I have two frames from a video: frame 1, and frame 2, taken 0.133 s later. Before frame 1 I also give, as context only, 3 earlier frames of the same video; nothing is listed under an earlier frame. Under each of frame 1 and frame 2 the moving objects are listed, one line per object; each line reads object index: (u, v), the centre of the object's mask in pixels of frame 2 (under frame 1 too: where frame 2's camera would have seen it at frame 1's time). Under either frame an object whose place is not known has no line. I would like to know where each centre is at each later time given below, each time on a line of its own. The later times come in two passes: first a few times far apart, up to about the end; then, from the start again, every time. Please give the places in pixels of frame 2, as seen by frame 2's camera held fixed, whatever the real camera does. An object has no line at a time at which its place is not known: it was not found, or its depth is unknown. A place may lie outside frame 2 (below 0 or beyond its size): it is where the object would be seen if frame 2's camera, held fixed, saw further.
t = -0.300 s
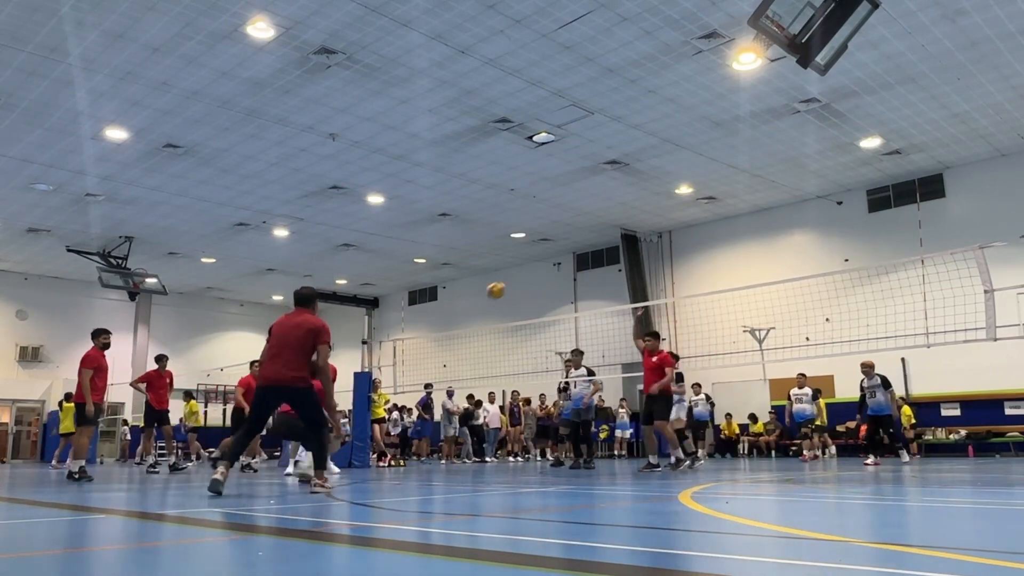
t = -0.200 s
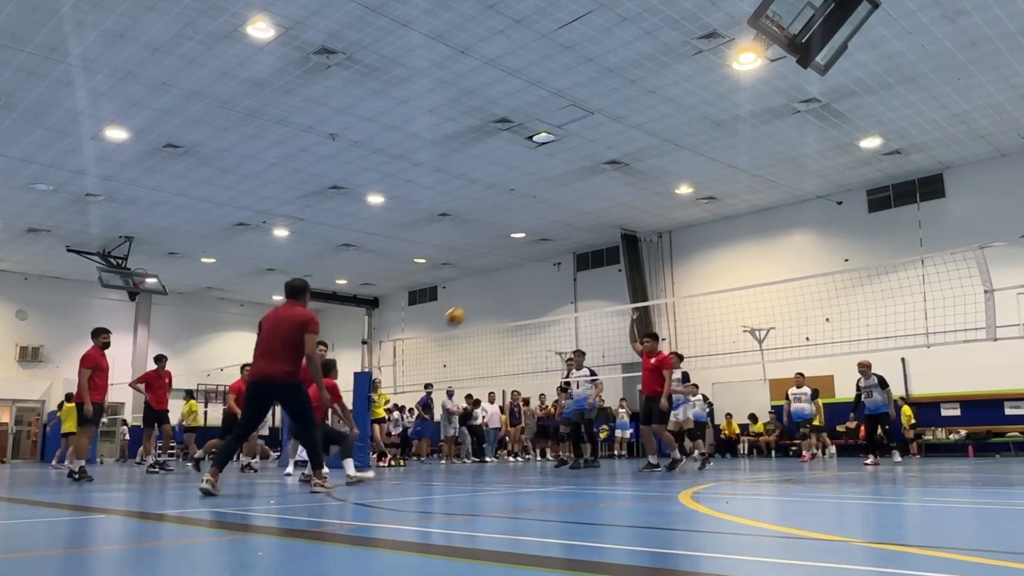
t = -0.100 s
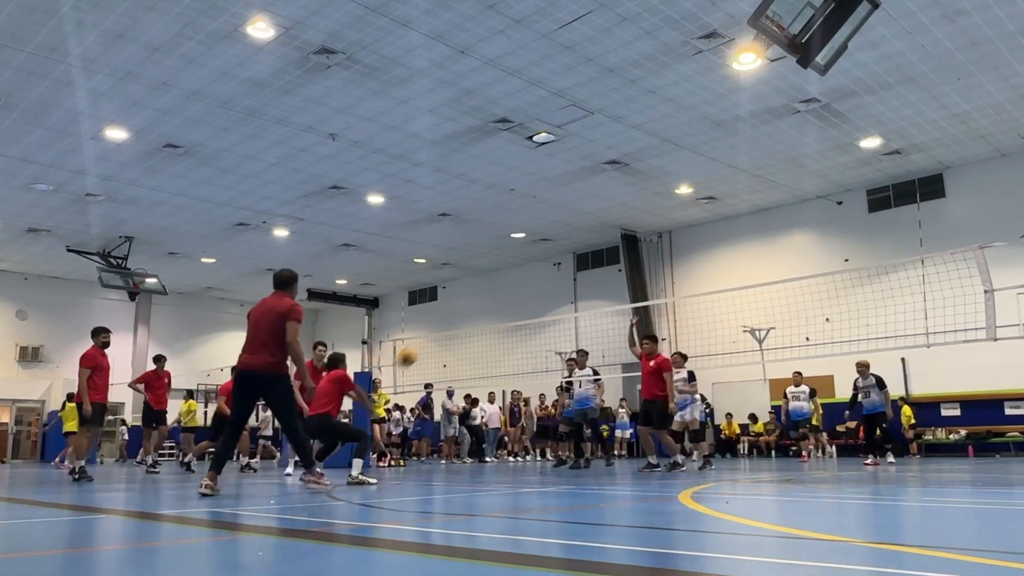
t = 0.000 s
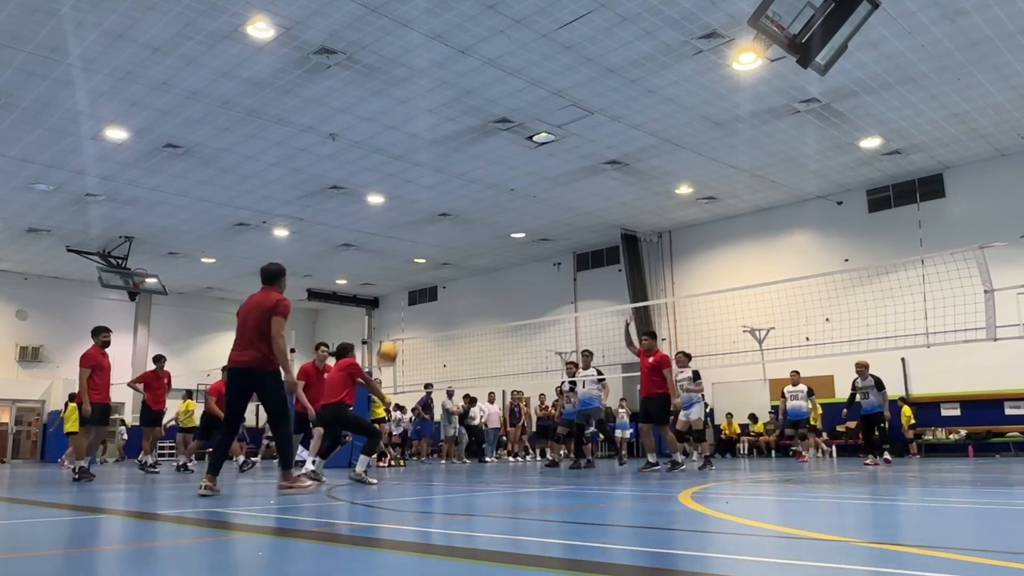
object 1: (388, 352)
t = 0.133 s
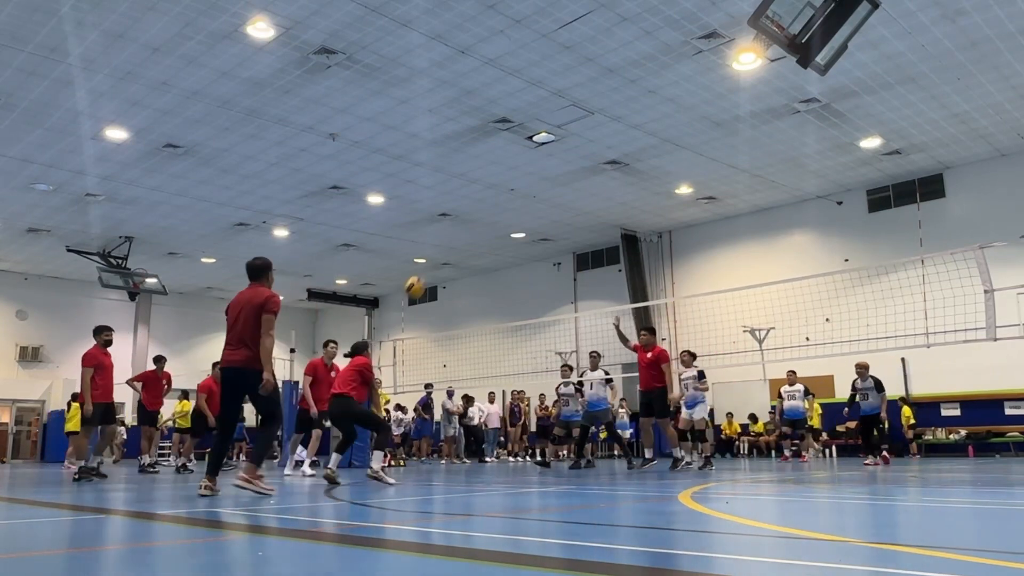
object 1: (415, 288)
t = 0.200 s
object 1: (428, 262)
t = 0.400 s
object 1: (462, 215)
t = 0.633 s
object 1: (496, 204)
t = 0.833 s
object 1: (523, 226)
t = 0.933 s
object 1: (536, 248)
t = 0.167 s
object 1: (421, 274)
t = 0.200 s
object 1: (428, 262)
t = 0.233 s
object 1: (433, 252)
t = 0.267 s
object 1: (440, 242)
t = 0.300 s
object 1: (446, 233)
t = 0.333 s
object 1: (451, 225)
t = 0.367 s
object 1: (456, 219)
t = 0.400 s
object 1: (462, 215)
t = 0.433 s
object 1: (467, 211)
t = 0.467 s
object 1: (472, 207)
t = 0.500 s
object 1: (477, 205)
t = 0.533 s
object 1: (482, 203)
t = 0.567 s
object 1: (486, 203)
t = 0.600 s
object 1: (491, 203)
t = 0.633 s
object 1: (496, 204)
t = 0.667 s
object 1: (501, 206)
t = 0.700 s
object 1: (505, 209)
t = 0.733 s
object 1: (510, 212)
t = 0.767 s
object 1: (514, 216)
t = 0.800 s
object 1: (518, 221)
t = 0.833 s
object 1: (523, 226)
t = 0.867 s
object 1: (527, 233)
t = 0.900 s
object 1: (531, 240)
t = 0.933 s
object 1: (536, 248)
